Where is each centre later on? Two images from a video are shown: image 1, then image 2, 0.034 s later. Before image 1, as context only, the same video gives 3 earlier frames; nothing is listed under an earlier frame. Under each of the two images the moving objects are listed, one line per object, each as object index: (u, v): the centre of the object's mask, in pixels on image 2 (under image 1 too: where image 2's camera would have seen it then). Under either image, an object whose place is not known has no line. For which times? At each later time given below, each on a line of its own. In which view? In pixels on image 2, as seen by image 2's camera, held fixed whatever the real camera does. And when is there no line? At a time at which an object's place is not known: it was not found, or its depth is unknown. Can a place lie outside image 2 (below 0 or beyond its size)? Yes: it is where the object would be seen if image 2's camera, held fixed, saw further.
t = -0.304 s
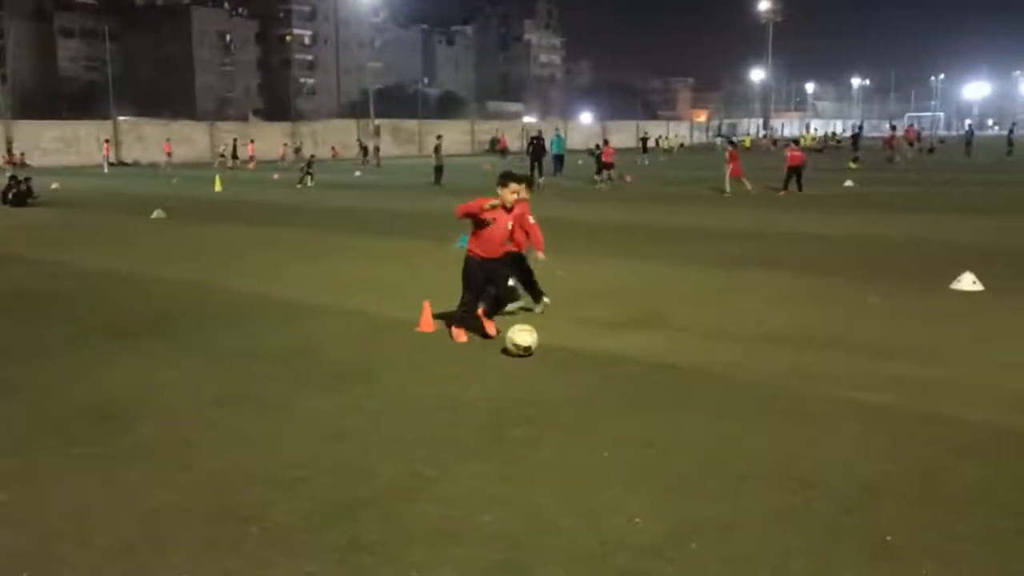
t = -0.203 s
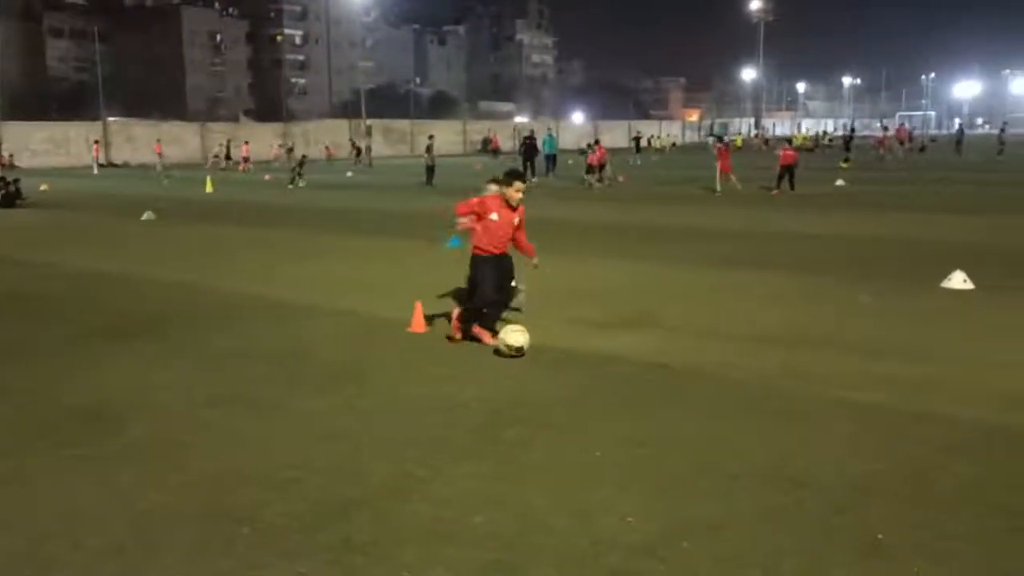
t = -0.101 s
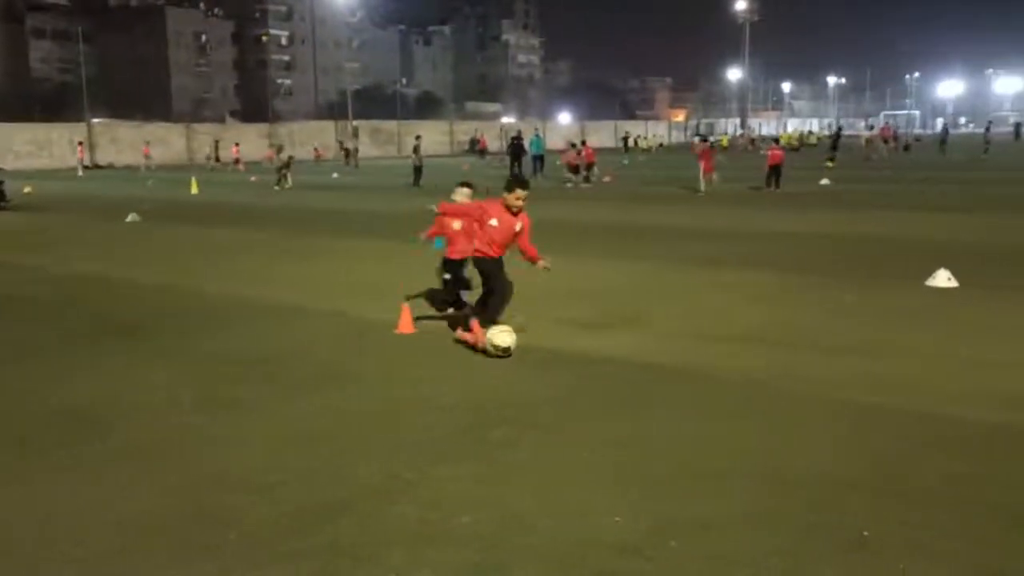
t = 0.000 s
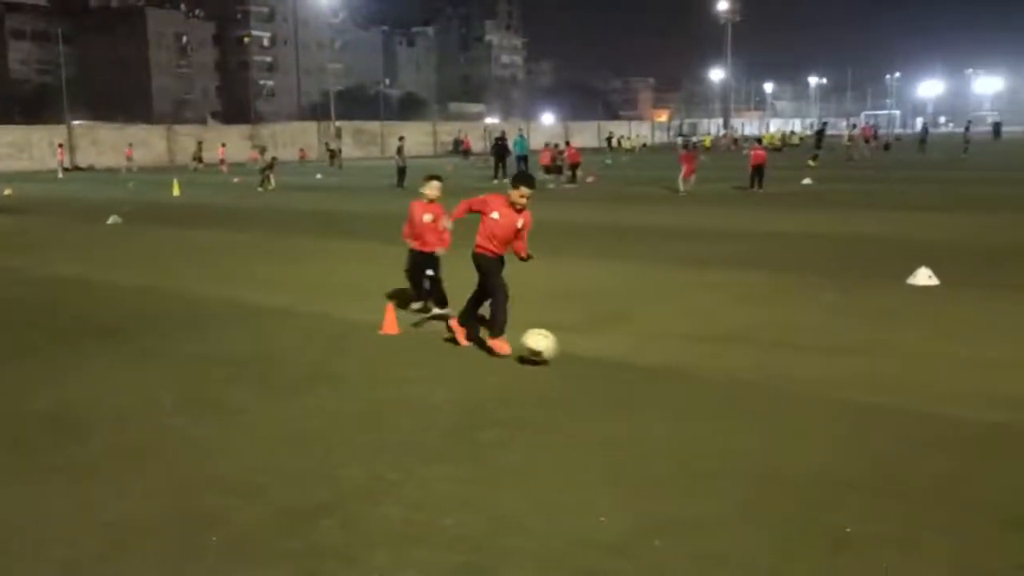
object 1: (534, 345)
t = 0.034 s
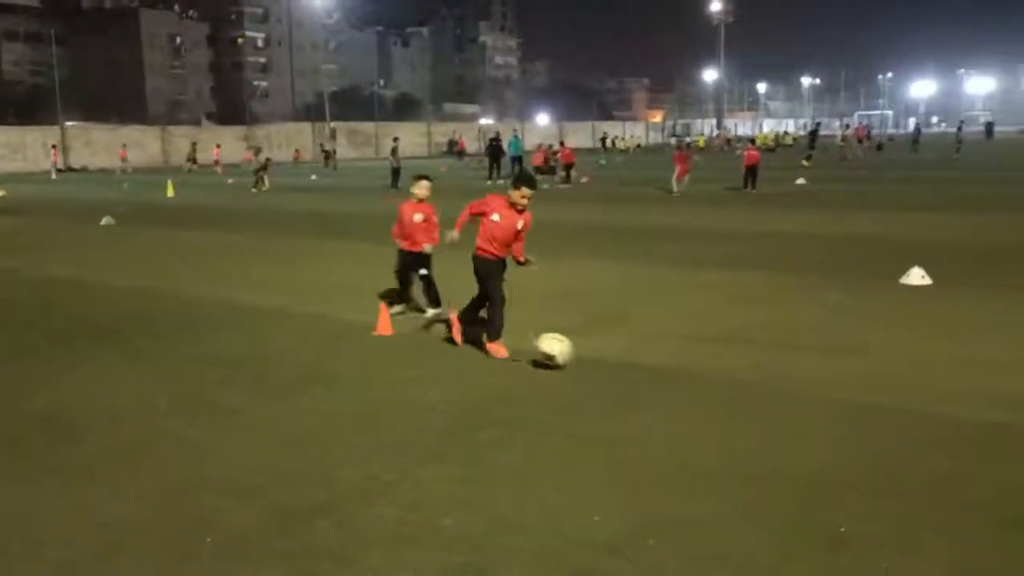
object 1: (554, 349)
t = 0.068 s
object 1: (572, 352)
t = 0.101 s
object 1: (590, 355)
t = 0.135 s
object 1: (605, 358)
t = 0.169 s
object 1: (622, 362)
